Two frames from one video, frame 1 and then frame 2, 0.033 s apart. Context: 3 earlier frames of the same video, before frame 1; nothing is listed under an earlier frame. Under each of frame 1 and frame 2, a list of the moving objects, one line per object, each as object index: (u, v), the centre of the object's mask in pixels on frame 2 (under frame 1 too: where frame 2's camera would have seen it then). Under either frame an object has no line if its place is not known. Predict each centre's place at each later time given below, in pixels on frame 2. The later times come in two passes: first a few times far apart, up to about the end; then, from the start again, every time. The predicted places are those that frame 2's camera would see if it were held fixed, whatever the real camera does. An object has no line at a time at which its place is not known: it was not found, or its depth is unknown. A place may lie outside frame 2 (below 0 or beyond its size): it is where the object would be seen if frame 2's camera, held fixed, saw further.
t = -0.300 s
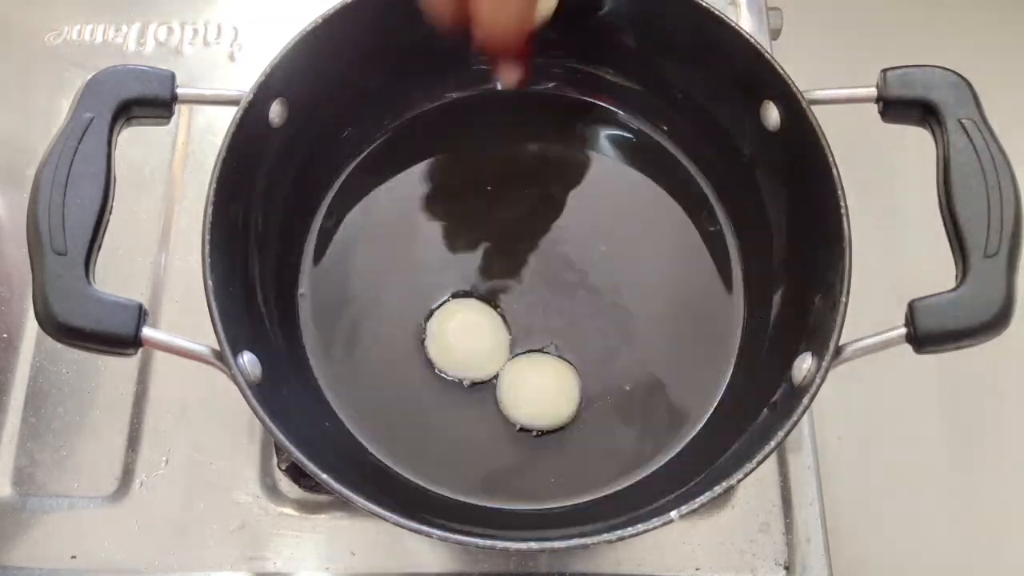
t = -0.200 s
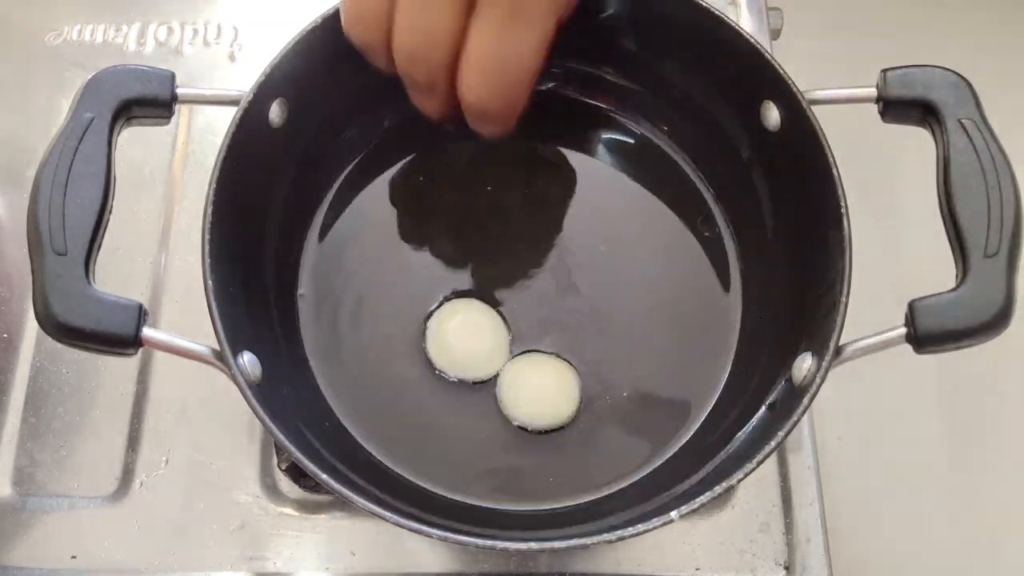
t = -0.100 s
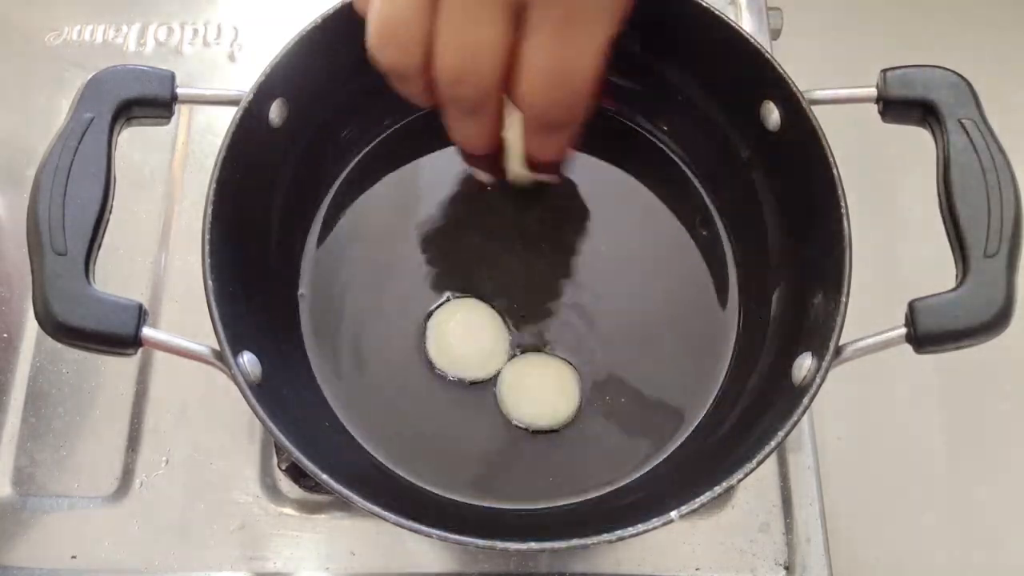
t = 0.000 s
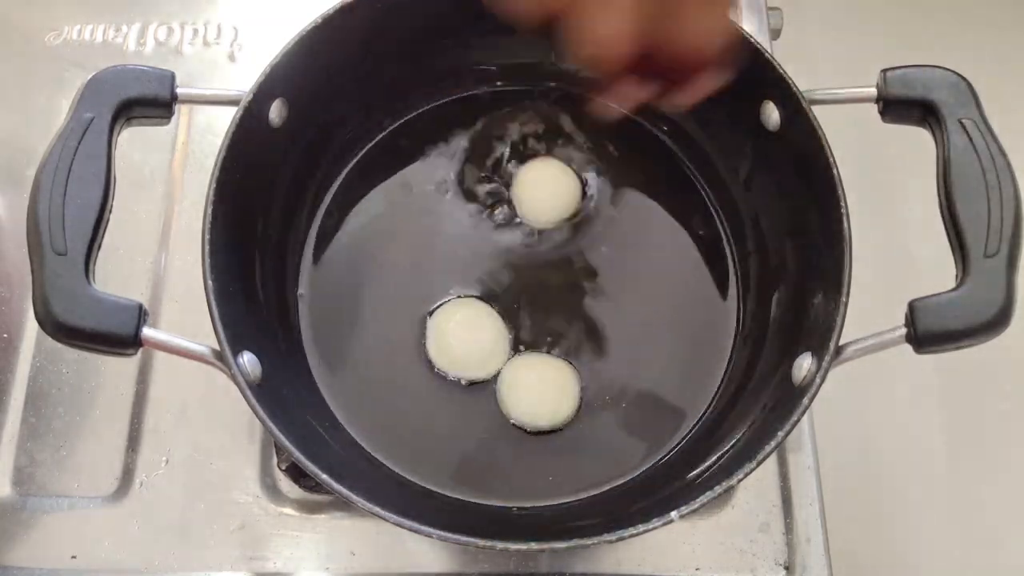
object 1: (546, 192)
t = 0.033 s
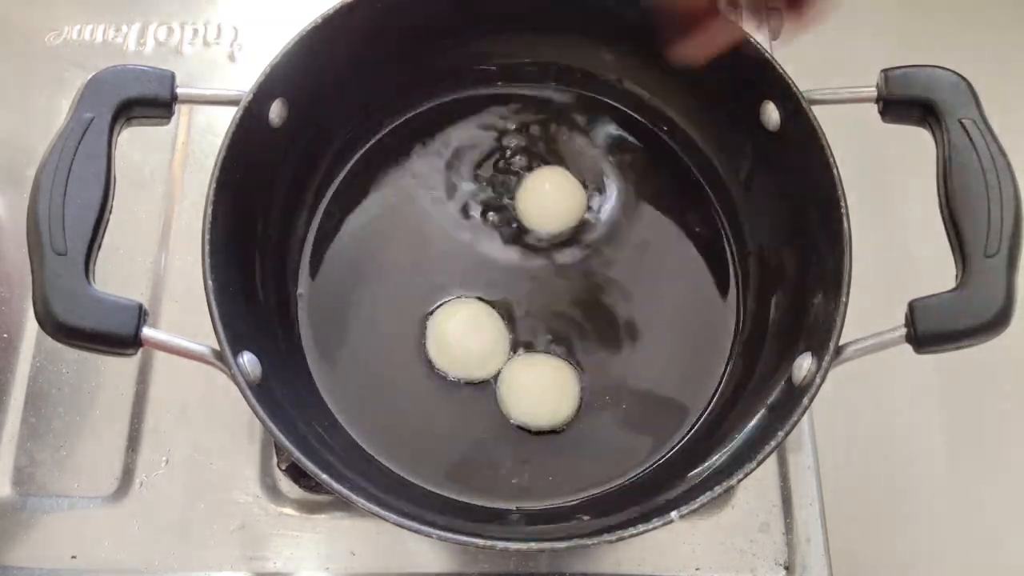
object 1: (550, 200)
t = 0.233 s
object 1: (568, 222)
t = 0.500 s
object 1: (567, 219)
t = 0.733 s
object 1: (566, 220)
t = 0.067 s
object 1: (557, 210)
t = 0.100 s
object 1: (562, 215)
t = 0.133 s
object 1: (565, 219)
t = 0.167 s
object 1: (567, 222)
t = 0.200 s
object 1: (568, 222)
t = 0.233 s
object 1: (568, 222)
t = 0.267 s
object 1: (568, 221)
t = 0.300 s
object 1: (568, 219)
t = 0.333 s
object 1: (568, 220)
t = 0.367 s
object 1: (568, 220)
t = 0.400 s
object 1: (567, 220)
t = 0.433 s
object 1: (567, 221)
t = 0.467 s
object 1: (567, 221)
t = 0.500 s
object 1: (567, 219)
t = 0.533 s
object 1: (567, 221)
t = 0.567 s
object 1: (567, 221)
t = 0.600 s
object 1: (567, 219)
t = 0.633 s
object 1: (567, 220)
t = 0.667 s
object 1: (566, 221)
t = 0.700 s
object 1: (566, 220)
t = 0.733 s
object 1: (566, 220)
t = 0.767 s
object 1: (566, 220)
